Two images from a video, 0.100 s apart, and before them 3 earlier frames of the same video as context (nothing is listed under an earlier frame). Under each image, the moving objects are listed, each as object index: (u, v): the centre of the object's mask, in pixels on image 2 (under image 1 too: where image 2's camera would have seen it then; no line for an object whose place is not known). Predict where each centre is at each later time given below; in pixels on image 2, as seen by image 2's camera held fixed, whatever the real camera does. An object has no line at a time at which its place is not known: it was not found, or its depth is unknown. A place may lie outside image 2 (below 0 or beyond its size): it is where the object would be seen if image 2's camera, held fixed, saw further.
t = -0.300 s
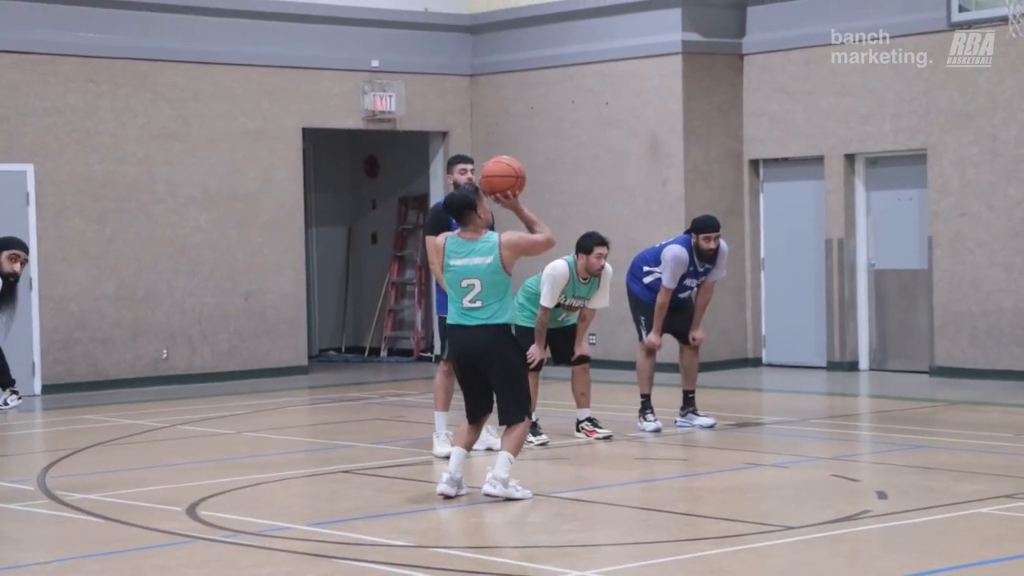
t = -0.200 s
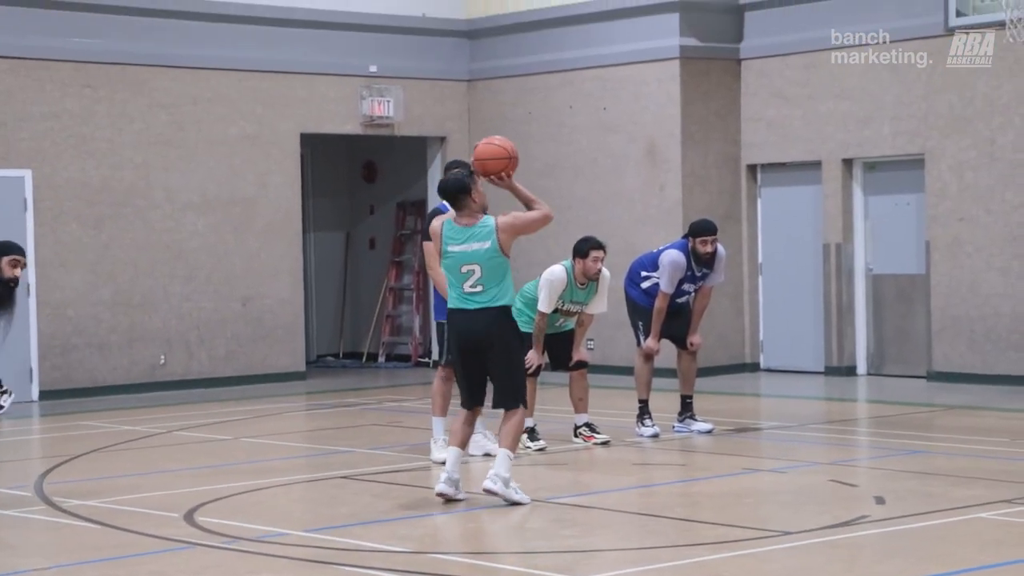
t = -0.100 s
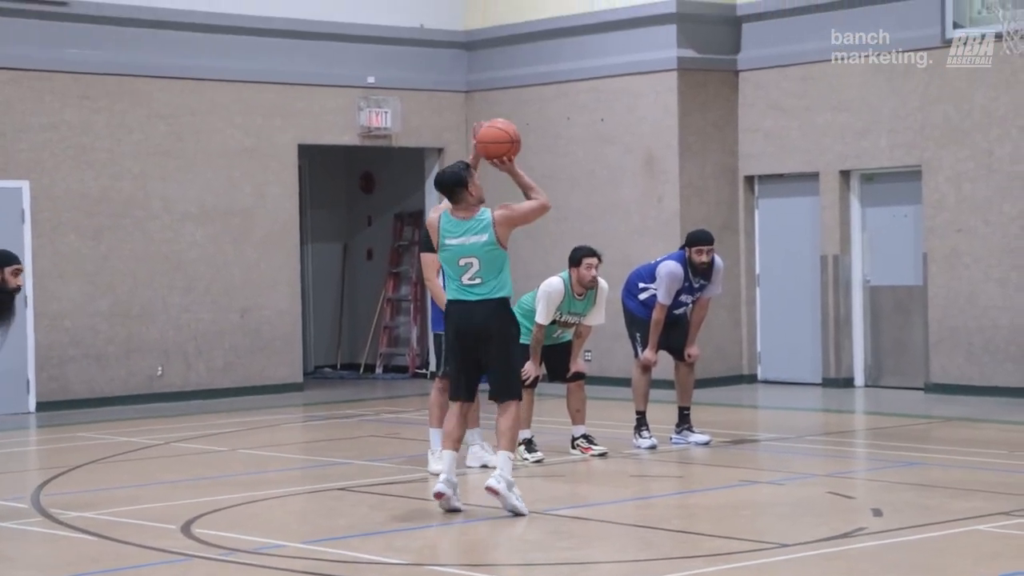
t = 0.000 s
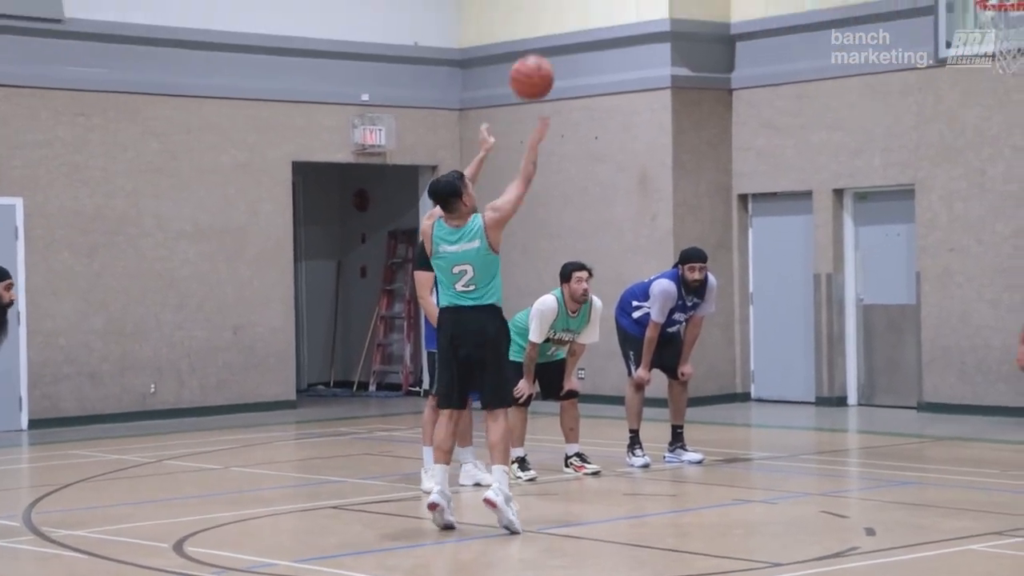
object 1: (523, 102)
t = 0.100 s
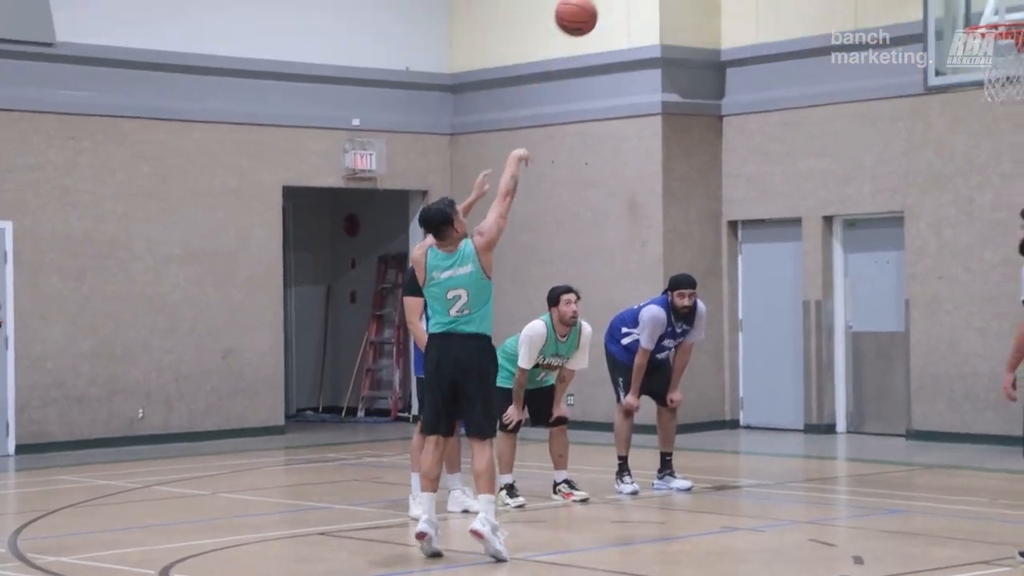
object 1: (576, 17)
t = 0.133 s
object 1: (594, -2)
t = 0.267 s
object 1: (664, -83)
